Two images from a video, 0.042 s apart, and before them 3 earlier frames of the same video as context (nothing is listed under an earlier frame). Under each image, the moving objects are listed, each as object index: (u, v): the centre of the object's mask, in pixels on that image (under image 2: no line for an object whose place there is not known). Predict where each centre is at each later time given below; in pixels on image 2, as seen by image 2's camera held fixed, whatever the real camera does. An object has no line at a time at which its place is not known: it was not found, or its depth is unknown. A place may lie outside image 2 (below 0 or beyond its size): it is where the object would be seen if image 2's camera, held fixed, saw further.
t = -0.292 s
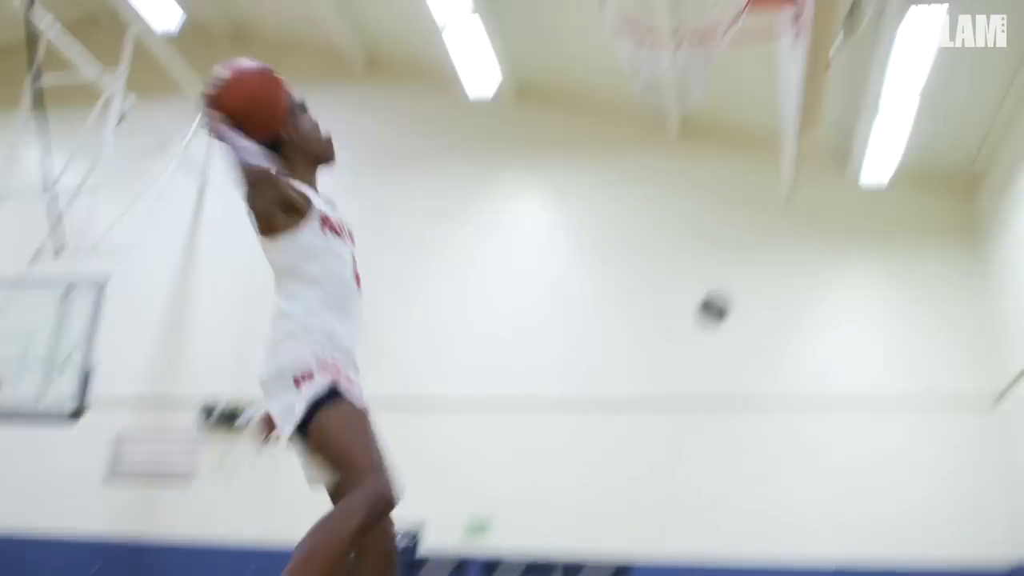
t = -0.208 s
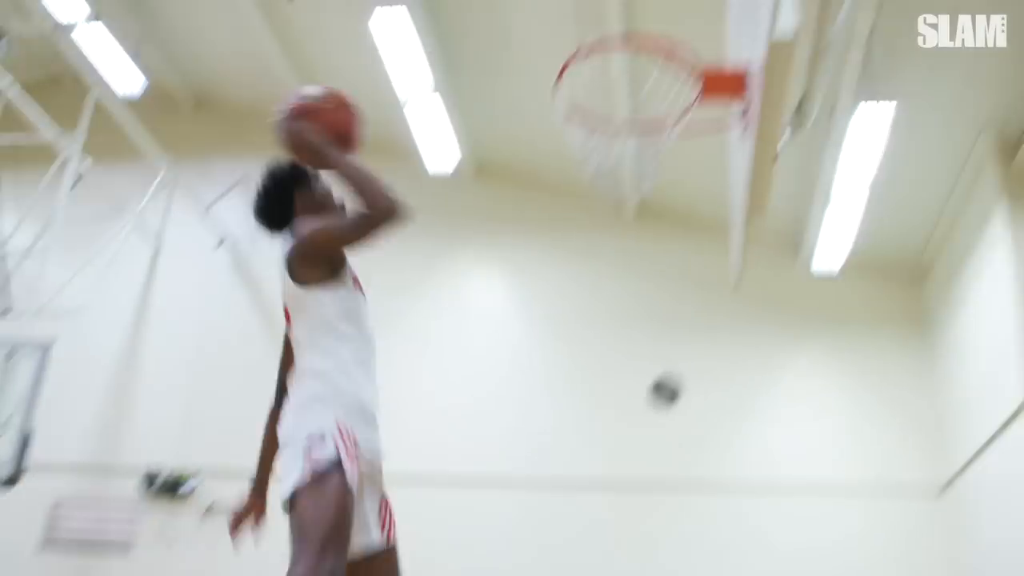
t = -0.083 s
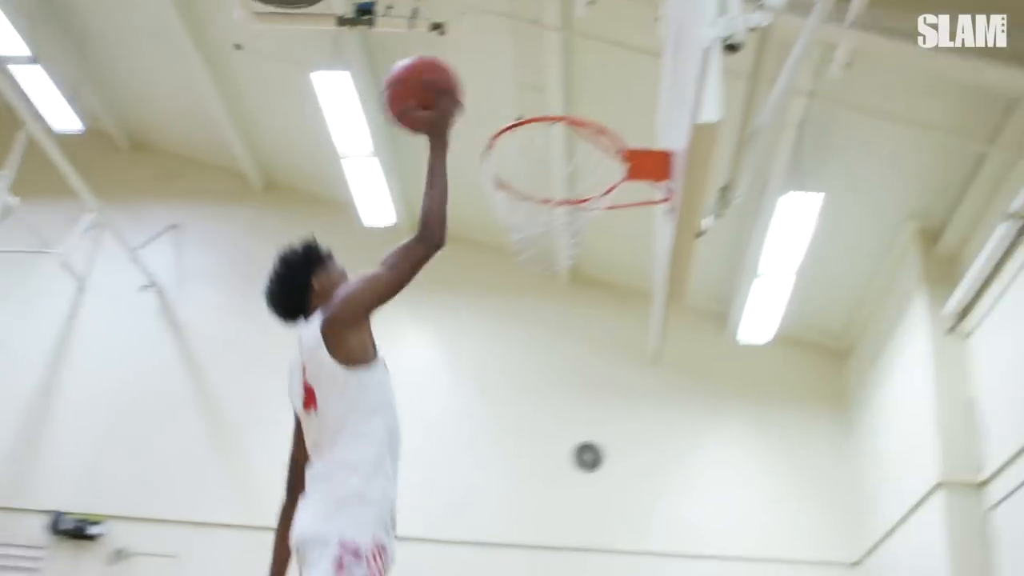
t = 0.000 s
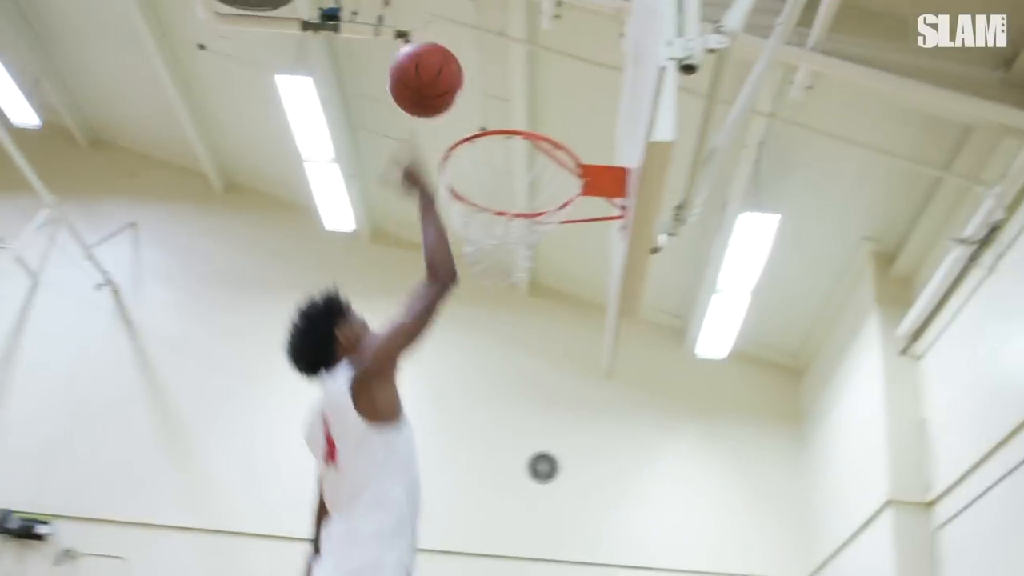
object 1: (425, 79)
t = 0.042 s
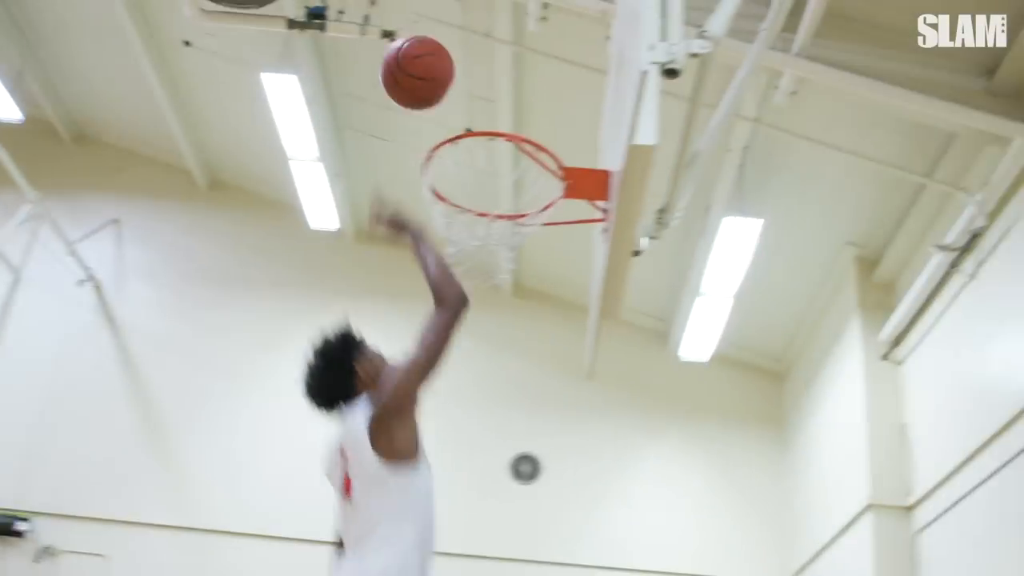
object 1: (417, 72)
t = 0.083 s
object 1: (423, 68)
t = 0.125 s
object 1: (429, 69)
